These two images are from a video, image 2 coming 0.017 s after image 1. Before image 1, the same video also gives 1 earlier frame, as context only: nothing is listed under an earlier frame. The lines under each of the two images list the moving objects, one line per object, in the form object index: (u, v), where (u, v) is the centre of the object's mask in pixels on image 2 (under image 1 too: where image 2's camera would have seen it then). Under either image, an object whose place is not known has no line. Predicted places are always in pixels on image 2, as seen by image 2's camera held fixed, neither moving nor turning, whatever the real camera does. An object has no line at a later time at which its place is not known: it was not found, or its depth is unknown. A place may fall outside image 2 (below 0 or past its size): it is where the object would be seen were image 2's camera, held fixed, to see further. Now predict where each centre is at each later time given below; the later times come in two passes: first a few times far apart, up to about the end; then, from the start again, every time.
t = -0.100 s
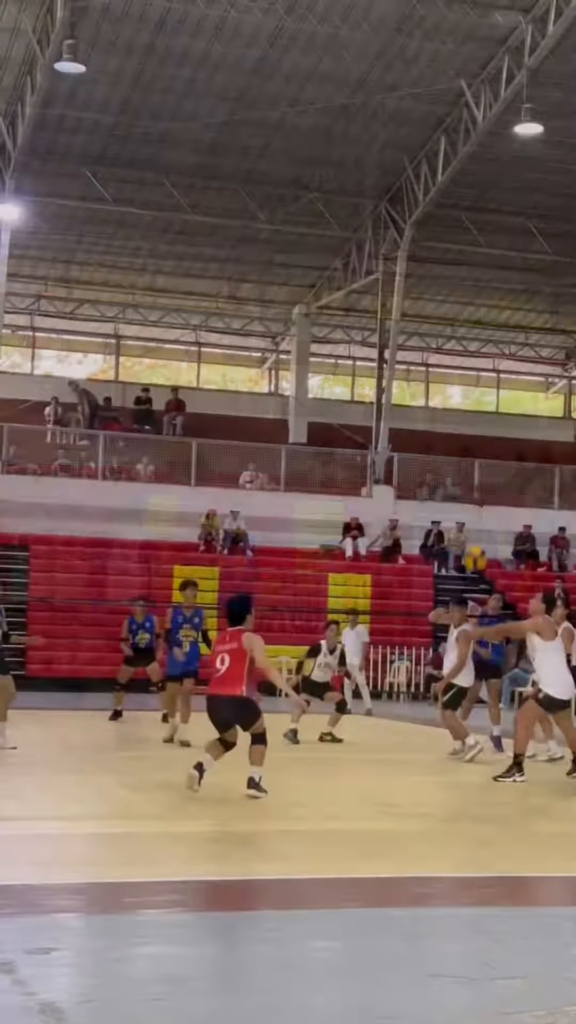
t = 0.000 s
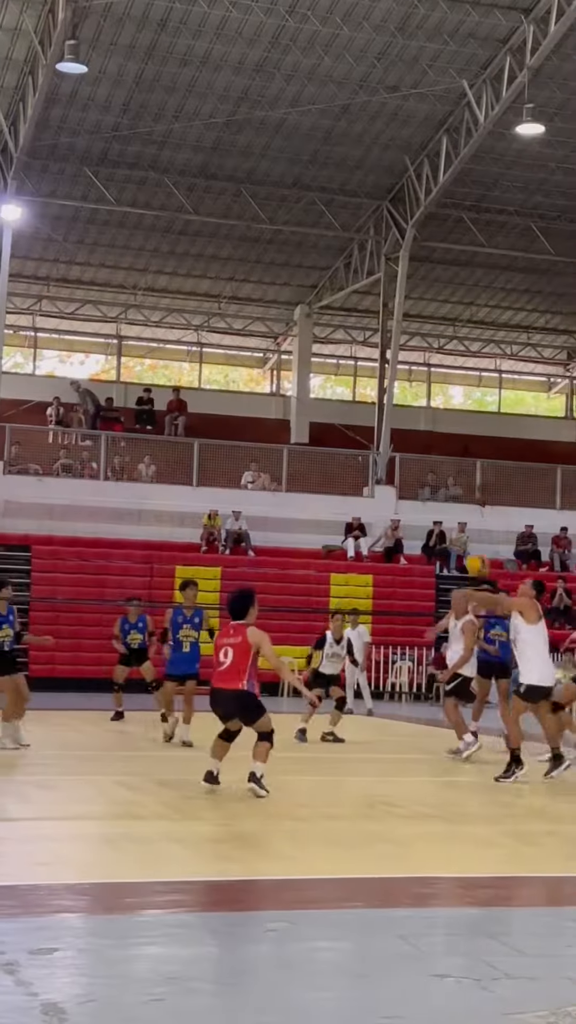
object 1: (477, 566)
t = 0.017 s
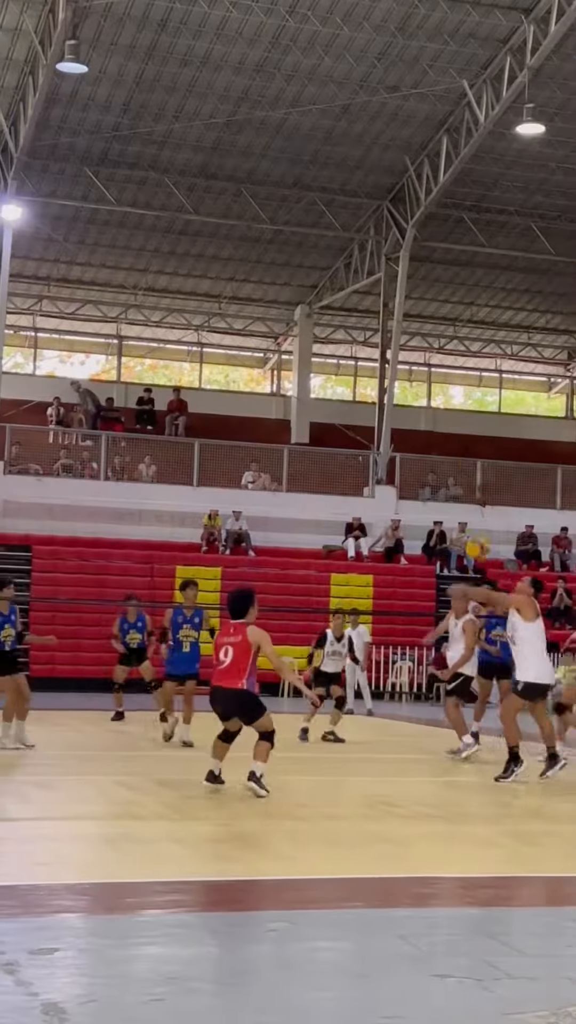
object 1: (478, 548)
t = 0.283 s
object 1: (466, 349)
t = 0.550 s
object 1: (450, 233)
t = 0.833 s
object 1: (431, 199)
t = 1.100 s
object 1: (411, 252)
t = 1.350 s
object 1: (387, 377)
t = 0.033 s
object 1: (477, 533)
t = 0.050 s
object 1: (476, 518)
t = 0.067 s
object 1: (475, 503)
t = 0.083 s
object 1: (474, 491)
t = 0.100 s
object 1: (473, 476)
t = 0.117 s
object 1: (473, 463)
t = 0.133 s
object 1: (472, 449)
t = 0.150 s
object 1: (471, 439)
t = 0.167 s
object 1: (470, 426)
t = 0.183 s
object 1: (470, 415)
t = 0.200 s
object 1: (470, 402)
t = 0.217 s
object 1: (469, 390)
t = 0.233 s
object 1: (469, 379)
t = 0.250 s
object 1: (467, 369)
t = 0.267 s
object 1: (467, 359)
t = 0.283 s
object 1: (466, 349)
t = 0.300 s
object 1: (465, 340)
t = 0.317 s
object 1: (464, 330)
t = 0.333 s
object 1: (462, 320)
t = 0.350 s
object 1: (461, 312)
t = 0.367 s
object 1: (460, 305)
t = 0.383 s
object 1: (460, 296)
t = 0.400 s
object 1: (459, 289)
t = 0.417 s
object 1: (458, 281)
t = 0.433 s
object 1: (458, 274)
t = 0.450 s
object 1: (456, 267)
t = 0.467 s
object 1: (456, 261)
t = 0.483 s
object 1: (454, 254)
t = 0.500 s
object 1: (453, 249)
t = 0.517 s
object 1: (452, 243)
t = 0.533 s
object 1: (451, 239)
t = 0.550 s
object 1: (450, 233)
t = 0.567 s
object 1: (449, 228)
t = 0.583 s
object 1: (448, 224)
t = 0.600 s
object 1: (447, 221)
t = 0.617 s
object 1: (446, 217)
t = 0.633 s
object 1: (445, 214)
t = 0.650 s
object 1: (444, 211)
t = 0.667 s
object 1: (443, 208)
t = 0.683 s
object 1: (442, 206)
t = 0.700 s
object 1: (441, 204)
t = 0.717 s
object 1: (440, 203)
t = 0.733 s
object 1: (439, 201)
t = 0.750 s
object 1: (437, 200)
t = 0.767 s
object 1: (437, 199)
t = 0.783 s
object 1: (435, 199)
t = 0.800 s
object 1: (434, 199)
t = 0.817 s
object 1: (433, 199)
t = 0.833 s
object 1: (431, 199)
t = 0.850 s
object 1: (430, 200)
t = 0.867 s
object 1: (429, 201)
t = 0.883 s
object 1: (428, 203)
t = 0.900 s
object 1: (426, 204)
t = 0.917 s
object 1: (426, 206)
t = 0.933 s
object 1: (424, 209)
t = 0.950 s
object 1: (423, 212)
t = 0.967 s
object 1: (422, 215)
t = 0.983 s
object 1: (421, 218)
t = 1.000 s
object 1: (419, 222)
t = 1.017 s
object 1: (417, 225)
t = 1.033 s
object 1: (416, 230)
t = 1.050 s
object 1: (415, 235)
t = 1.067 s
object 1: (414, 240)
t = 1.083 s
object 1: (413, 245)
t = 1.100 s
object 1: (411, 252)
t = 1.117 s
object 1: (410, 258)
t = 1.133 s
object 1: (408, 264)
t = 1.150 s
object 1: (407, 271)
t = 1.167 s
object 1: (405, 278)
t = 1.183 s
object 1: (404, 285)
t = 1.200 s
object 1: (402, 292)
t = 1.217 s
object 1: (401, 301)
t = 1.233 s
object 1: (399, 309)
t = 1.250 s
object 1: (398, 318)
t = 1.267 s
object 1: (396, 328)
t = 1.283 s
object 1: (394, 336)
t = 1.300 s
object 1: (392, 347)
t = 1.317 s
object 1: (390, 356)
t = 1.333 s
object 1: (389, 367)
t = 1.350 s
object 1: (387, 377)
